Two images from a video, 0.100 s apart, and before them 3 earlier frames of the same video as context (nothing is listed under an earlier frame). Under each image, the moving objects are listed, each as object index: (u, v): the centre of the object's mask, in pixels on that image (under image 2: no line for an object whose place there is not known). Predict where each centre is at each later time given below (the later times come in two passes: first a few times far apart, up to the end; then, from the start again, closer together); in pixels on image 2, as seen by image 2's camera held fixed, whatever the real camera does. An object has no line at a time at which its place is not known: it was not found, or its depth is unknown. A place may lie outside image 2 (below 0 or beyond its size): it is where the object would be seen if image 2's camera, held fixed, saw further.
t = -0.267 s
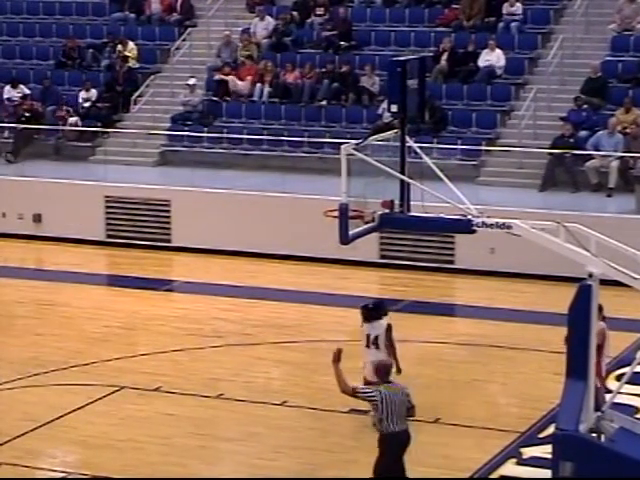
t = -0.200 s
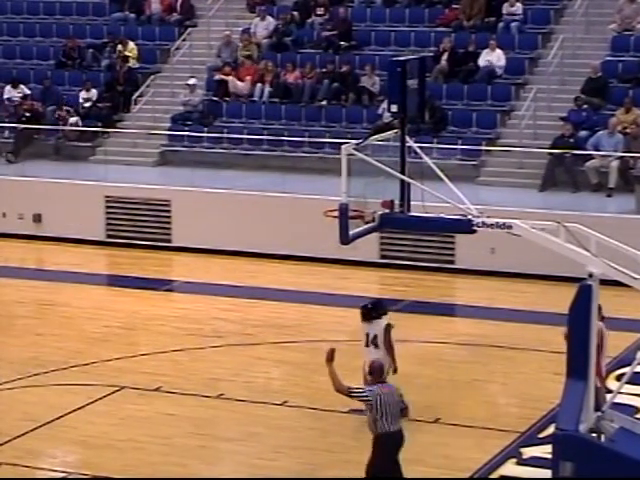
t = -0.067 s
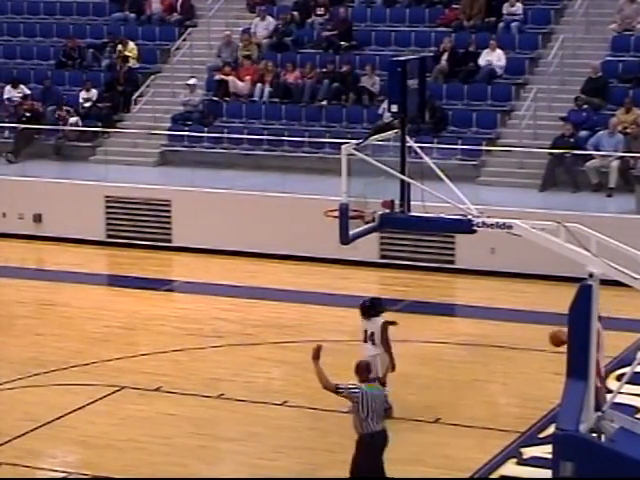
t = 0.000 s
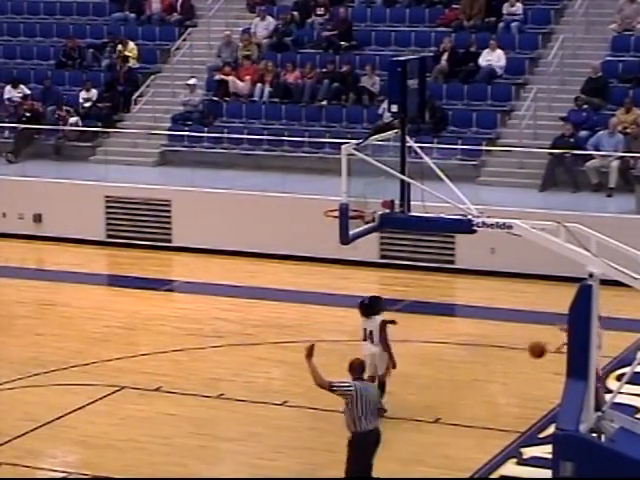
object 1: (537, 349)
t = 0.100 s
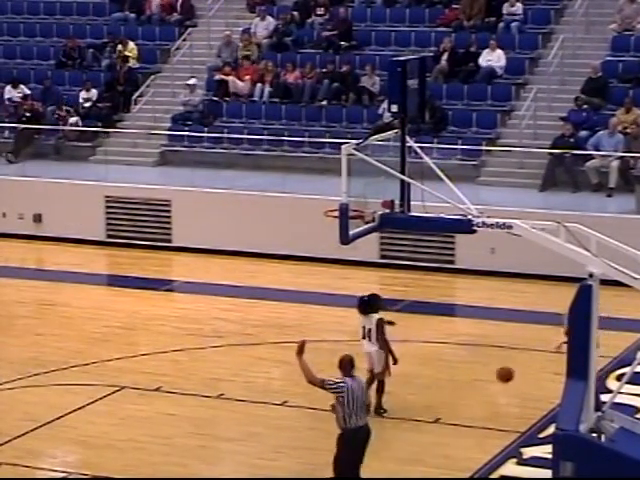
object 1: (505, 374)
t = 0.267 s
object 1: (463, 390)
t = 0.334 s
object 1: (453, 373)
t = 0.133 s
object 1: (494, 383)
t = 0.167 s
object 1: (483, 394)
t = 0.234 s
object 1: (468, 399)
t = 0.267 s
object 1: (463, 390)
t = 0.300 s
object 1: (458, 381)
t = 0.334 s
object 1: (453, 373)
